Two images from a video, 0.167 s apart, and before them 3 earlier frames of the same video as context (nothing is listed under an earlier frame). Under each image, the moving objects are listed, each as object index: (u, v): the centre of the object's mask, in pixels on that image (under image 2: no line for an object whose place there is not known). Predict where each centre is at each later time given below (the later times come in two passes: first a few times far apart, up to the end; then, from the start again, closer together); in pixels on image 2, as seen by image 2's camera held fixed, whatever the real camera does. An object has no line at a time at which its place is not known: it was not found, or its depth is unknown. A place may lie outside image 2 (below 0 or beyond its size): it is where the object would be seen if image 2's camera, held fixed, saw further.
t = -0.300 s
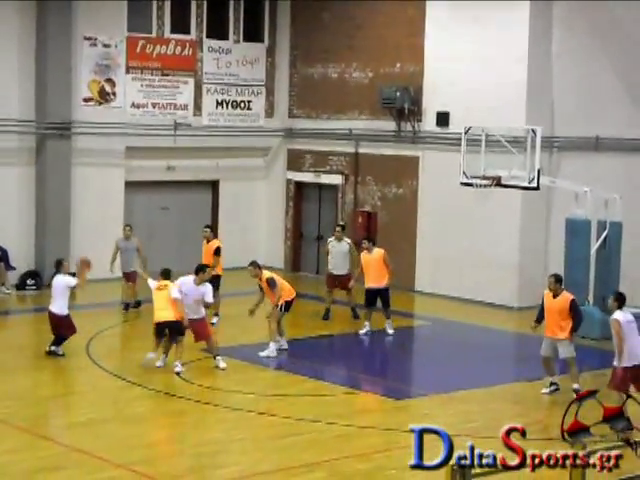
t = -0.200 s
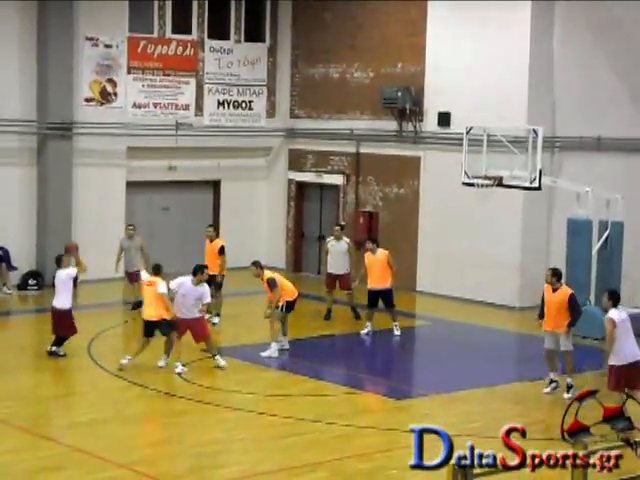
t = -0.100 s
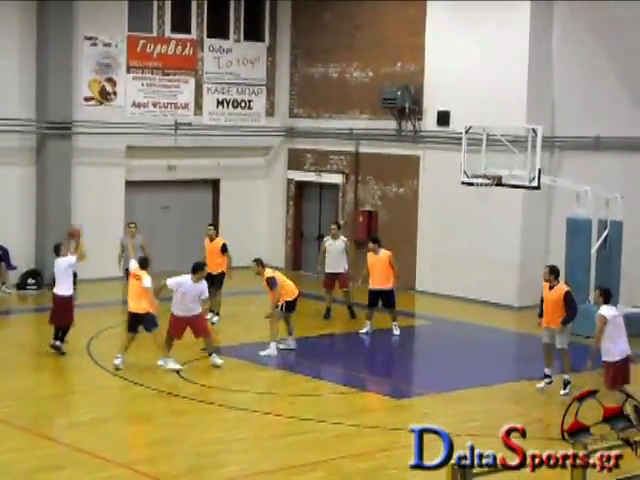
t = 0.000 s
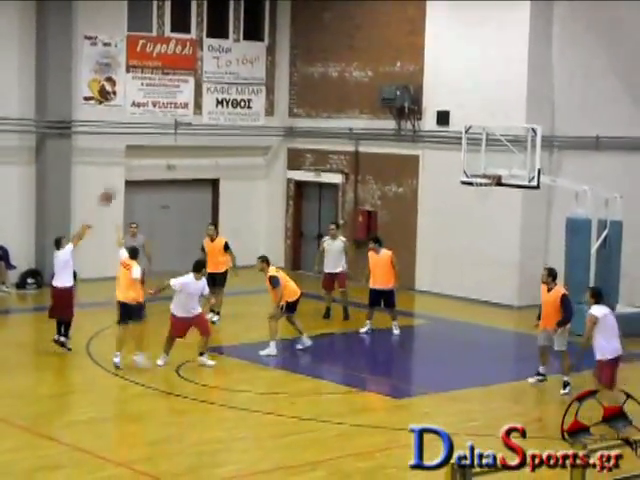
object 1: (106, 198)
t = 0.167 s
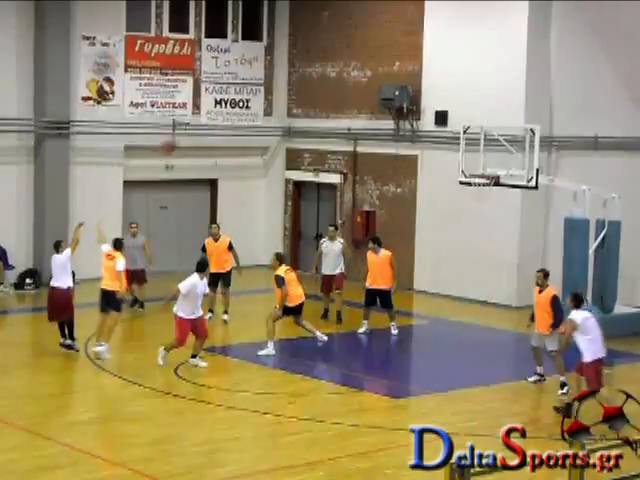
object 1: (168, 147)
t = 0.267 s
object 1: (205, 122)
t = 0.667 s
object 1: (345, 97)
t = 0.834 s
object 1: (397, 112)
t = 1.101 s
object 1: (477, 167)
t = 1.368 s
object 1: (475, 196)
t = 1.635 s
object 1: (454, 238)
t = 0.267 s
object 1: (205, 122)
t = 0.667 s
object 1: (345, 97)
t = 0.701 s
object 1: (355, 100)
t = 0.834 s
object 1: (397, 112)
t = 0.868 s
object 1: (409, 117)
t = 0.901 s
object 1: (417, 124)
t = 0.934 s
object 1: (427, 130)
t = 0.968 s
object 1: (439, 137)
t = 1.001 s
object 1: (446, 144)
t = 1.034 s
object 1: (457, 150)
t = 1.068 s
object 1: (467, 160)
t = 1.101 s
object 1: (477, 167)
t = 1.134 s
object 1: (484, 175)
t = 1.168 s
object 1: (489, 180)
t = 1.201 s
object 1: (486, 184)
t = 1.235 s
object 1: (485, 188)
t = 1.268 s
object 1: (482, 190)
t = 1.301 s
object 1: (480, 191)
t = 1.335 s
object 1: (477, 194)
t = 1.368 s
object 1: (475, 196)
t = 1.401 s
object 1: (472, 199)
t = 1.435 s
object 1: (470, 203)
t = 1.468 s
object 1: (467, 207)
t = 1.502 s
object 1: (464, 212)
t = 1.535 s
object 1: (462, 217)
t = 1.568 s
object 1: (459, 223)
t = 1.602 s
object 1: (457, 230)
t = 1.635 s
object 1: (454, 238)
